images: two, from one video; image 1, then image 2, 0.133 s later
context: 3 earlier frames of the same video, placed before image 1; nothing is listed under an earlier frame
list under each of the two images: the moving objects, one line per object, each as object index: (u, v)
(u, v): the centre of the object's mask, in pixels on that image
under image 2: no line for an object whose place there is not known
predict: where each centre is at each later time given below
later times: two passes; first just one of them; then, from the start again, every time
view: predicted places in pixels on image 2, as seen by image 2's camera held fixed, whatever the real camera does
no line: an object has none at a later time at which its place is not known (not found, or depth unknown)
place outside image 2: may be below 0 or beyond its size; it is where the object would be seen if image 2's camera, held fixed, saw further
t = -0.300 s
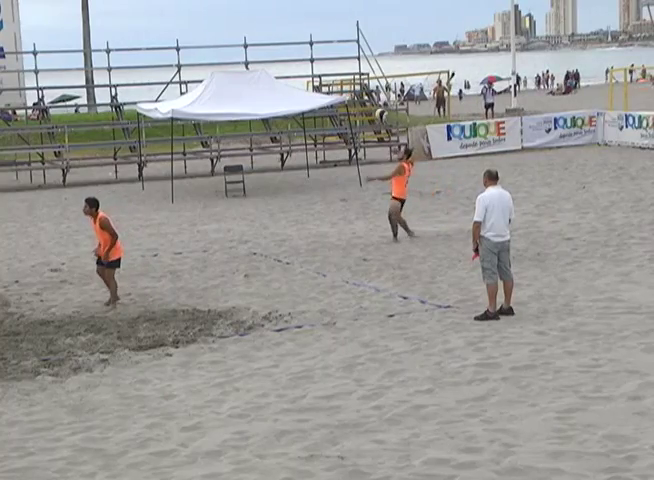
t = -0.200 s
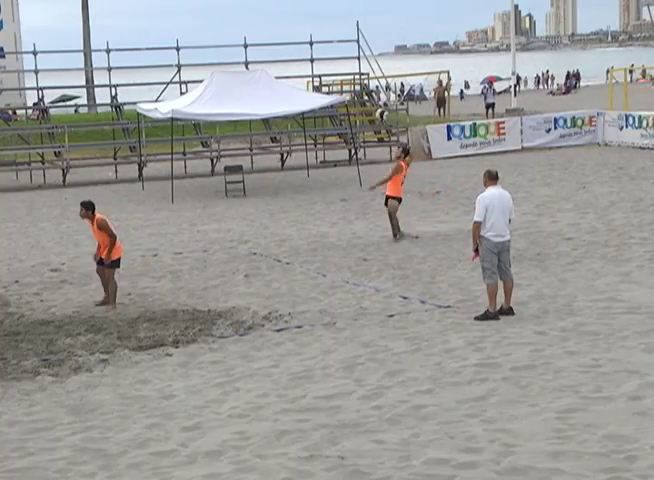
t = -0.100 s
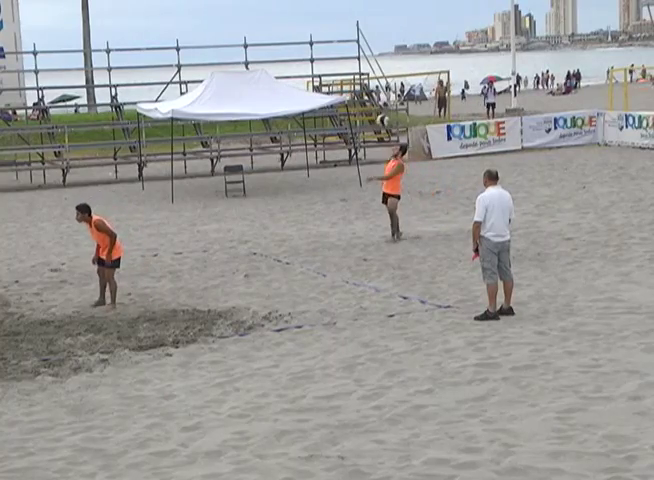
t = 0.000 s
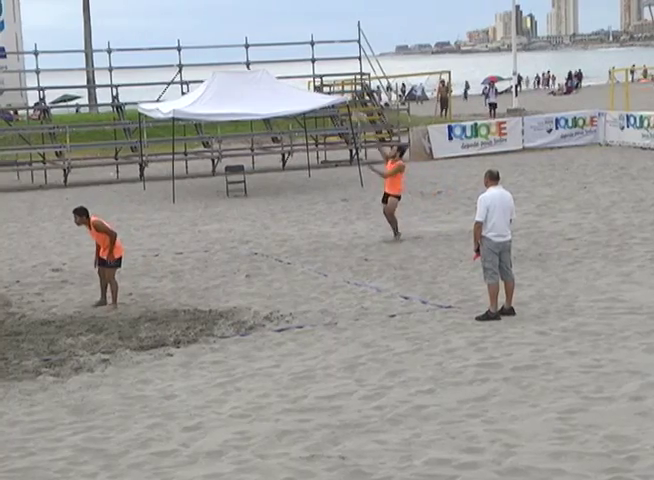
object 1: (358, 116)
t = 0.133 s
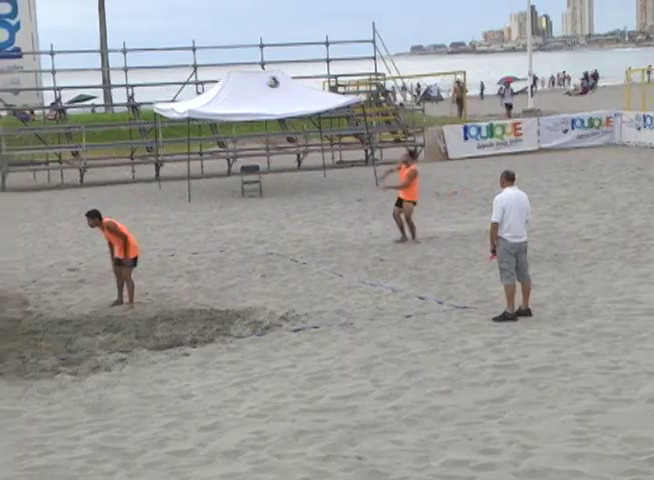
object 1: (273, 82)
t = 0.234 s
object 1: (198, 61)
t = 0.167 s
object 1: (248, 75)
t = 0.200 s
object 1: (223, 67)
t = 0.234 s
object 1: (198, 61)
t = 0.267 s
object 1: (173, 56)
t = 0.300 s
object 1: (147, 51)
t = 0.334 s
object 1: (121, 47)
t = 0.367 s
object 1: (94, 43)
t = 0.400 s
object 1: (66, 38)
